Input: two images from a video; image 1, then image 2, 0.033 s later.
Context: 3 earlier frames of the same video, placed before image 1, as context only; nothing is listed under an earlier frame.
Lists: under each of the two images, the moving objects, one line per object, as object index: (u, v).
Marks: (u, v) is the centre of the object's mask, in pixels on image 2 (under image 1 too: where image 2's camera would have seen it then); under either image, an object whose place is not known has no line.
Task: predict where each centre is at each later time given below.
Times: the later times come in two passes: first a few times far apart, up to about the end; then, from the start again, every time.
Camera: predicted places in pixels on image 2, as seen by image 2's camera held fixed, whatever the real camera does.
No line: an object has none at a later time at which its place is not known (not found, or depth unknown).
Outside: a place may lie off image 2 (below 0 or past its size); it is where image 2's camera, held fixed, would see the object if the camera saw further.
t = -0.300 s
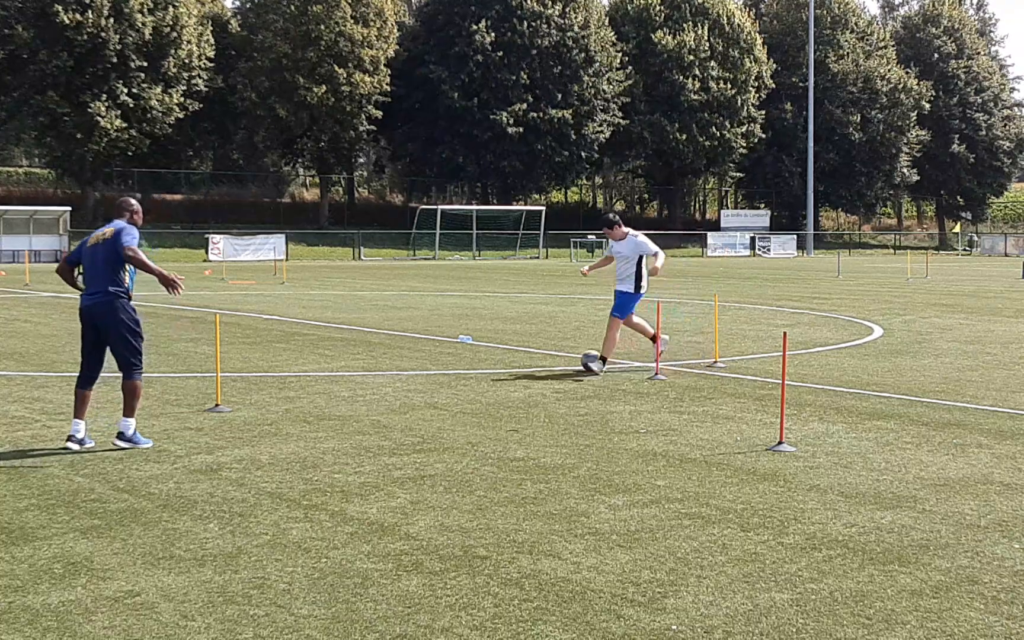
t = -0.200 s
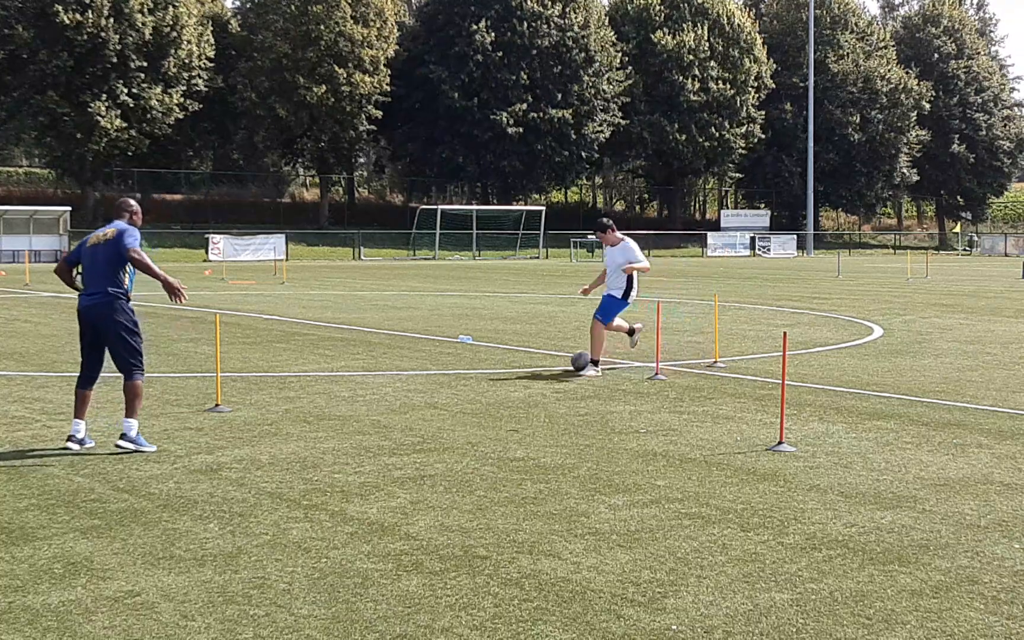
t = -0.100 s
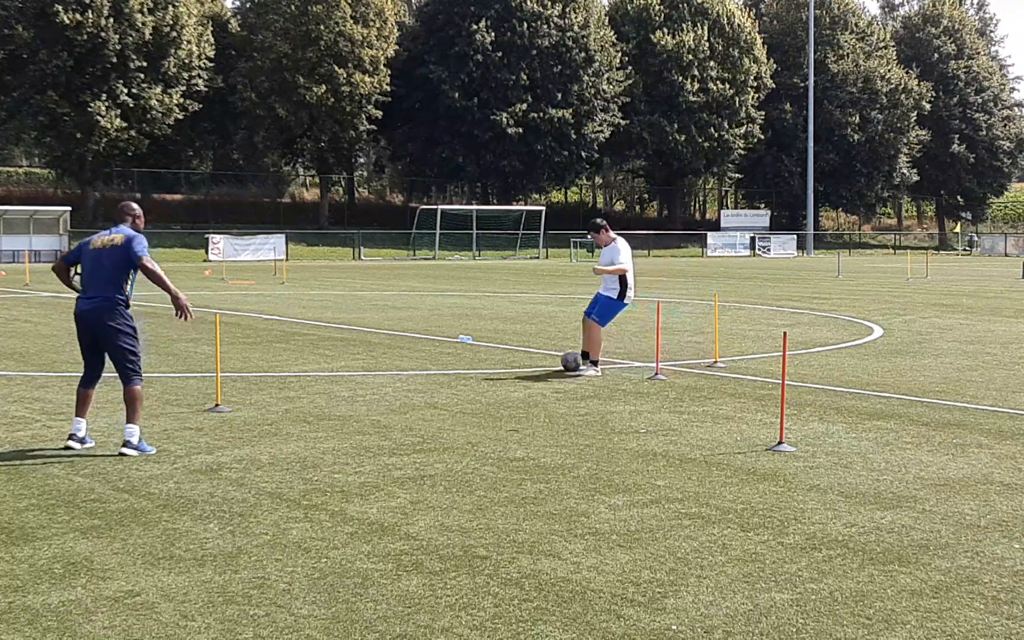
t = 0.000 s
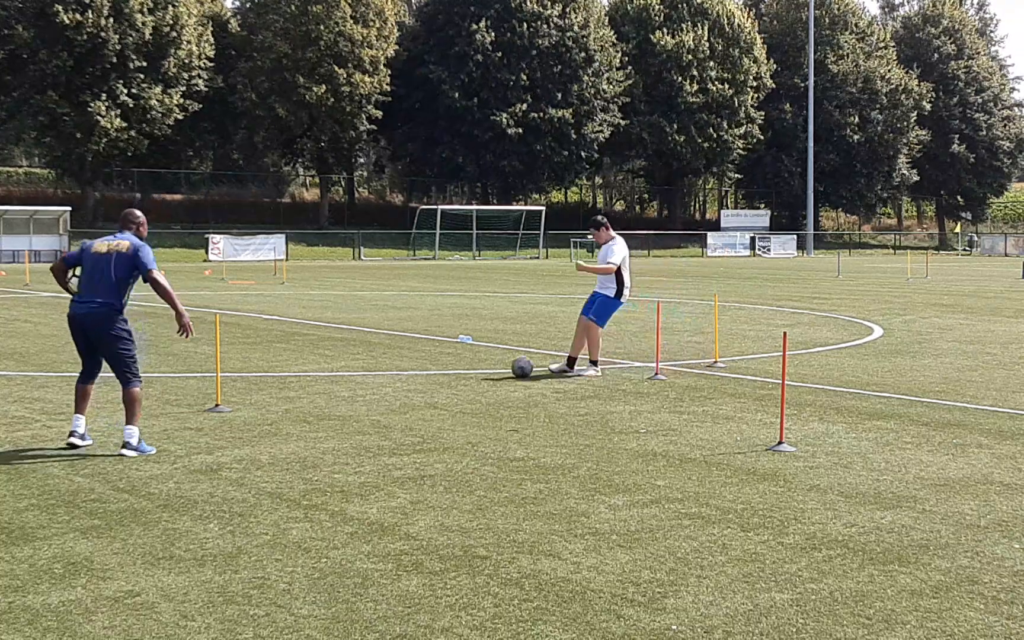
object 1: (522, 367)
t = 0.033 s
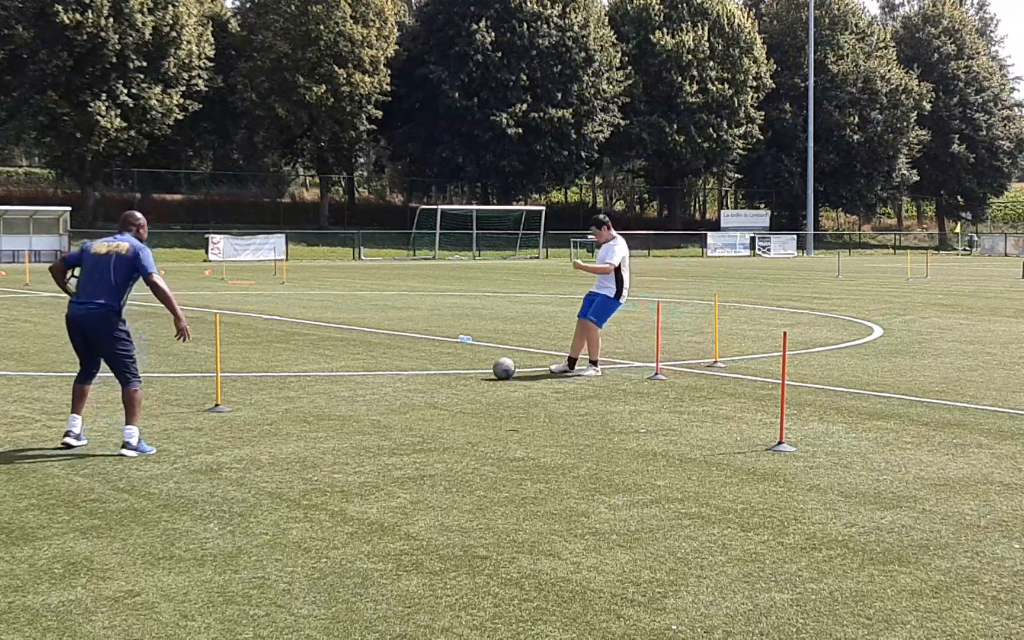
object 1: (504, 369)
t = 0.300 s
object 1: (353, 388)
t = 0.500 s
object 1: (236, 402)
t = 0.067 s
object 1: (486, 371)
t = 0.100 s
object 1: (467, 373)
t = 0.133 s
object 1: (448, 376)
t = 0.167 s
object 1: (429, 378)
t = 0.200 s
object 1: (410, 380)
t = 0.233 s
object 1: (391, 383)
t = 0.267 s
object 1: (372, 386)
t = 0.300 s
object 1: (353, 388)
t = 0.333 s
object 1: (334, 390)
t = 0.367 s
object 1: (314, 392)
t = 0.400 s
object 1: (295, 394)
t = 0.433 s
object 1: (275, 397)
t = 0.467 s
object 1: (256, 399)
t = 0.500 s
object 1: (236, 402)
